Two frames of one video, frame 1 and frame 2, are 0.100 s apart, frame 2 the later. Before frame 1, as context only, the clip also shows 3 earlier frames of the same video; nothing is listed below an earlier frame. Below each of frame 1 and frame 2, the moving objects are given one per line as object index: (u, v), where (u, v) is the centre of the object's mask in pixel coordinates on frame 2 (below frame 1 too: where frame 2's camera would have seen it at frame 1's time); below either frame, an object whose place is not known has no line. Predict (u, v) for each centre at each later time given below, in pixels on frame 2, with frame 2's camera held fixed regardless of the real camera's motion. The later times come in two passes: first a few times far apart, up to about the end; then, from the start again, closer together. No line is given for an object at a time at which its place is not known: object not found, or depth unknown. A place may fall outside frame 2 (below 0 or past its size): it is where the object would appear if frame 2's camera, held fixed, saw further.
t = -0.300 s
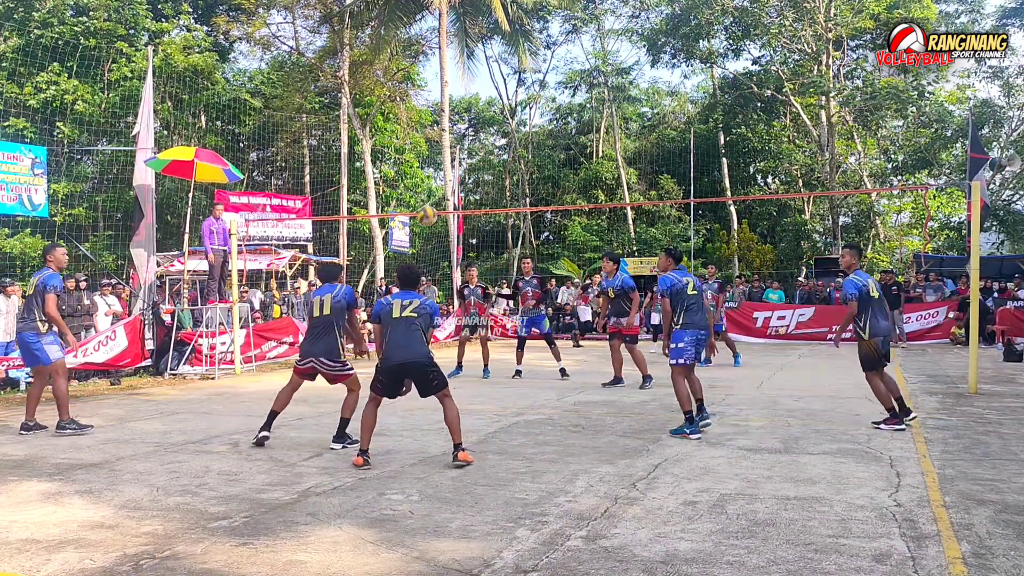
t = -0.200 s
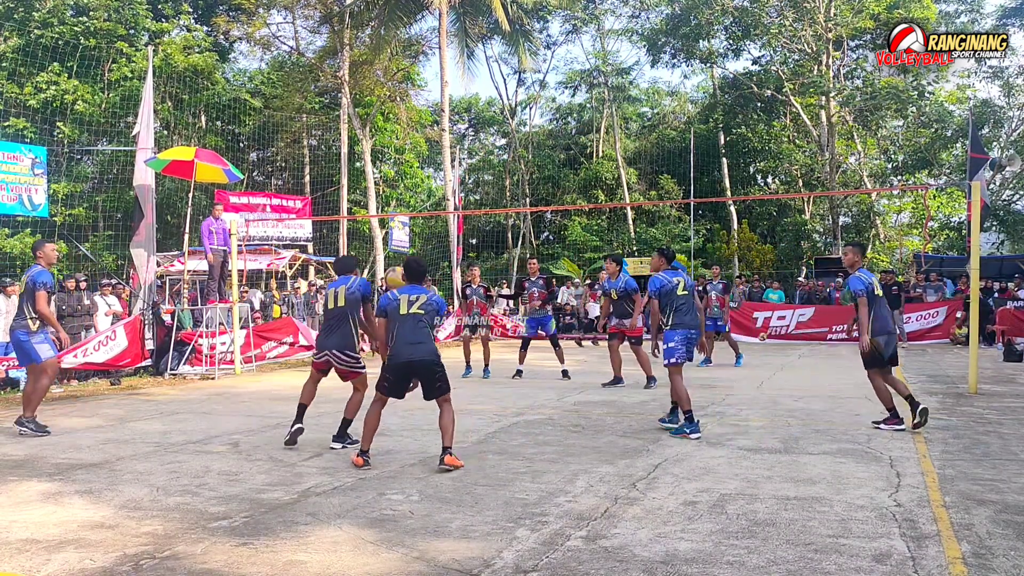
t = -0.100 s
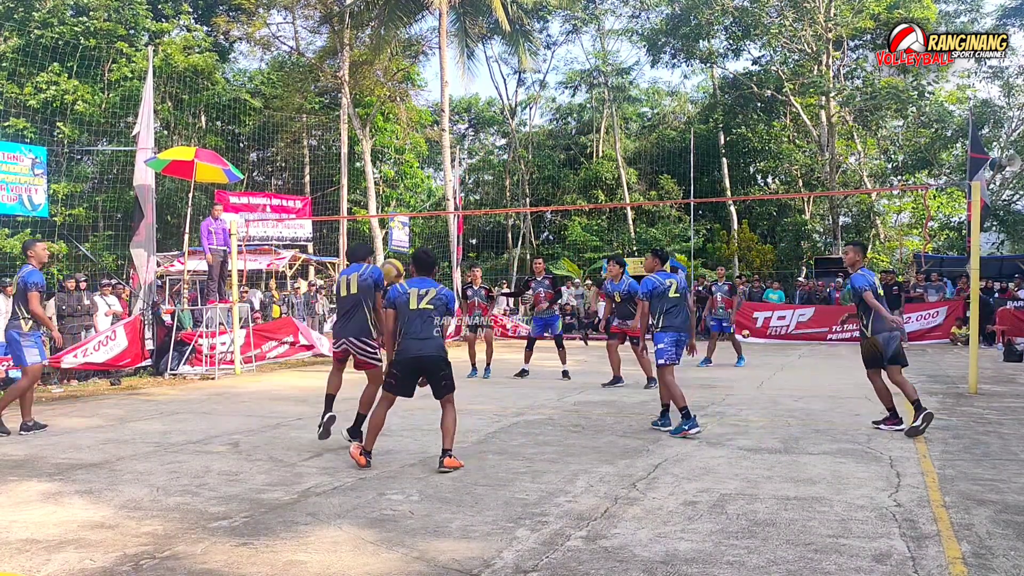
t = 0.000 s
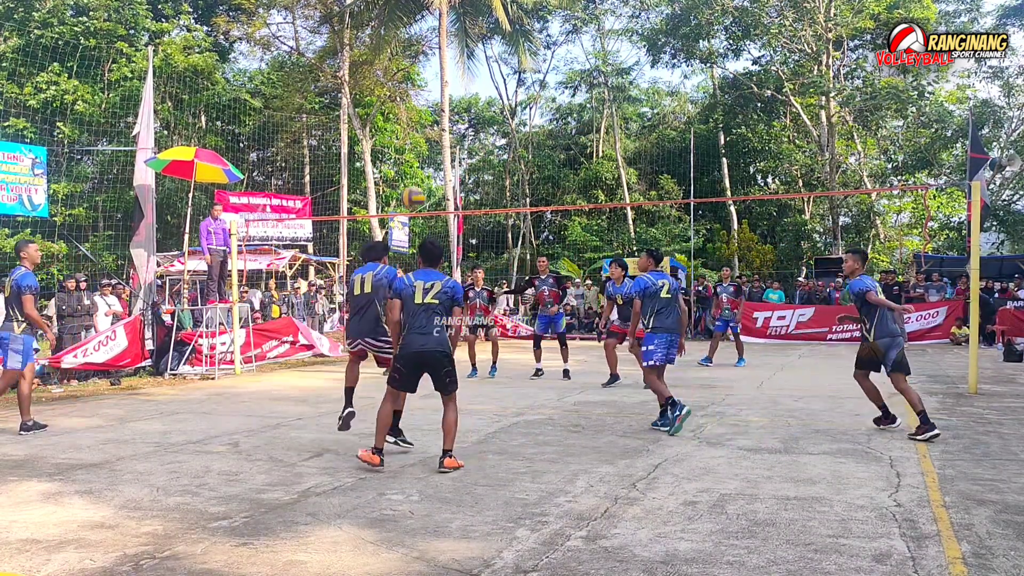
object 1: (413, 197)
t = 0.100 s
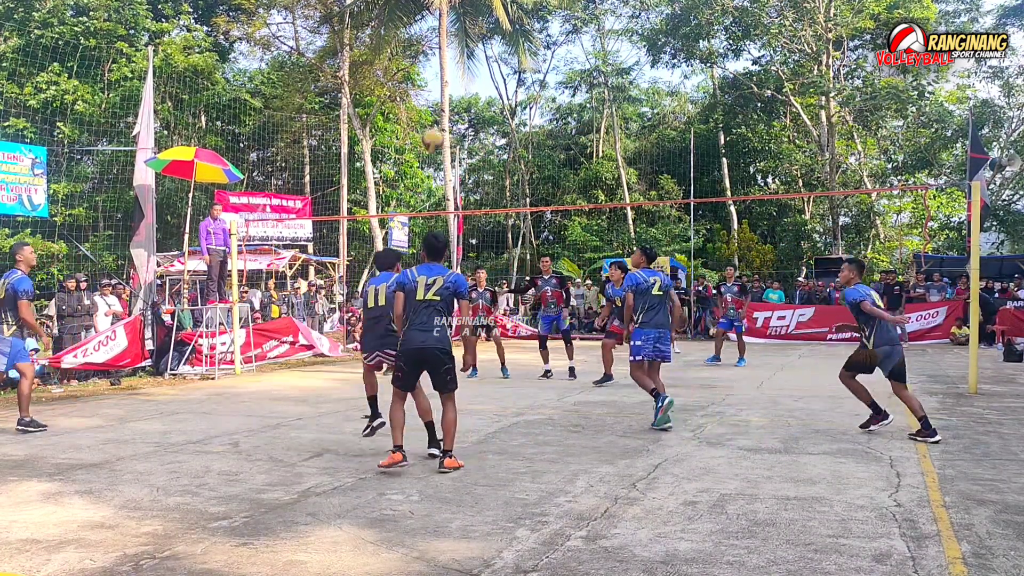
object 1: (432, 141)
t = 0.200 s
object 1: (450, 98)
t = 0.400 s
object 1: (482, 49)
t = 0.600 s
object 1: (509, 42)
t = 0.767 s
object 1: (528, 64)
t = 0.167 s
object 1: (444, 111)
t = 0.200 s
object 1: (450, 98)
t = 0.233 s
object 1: (456, 87)
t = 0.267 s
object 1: (461, 77)
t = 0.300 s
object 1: (467, 68)
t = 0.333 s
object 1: (472, 61)
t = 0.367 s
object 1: (477, 55)
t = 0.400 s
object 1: (482, 49)
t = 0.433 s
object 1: (487, 45)
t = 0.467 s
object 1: (492, 43)
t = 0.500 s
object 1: (496, 41)
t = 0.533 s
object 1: (500, 41)
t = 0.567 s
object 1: (505, 41)
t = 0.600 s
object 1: (509, 42)
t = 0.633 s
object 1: (513, 46)
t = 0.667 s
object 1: (516, 49)
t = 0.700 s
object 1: (520, 53)
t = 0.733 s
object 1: (524, 58)
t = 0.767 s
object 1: (528, 64)
